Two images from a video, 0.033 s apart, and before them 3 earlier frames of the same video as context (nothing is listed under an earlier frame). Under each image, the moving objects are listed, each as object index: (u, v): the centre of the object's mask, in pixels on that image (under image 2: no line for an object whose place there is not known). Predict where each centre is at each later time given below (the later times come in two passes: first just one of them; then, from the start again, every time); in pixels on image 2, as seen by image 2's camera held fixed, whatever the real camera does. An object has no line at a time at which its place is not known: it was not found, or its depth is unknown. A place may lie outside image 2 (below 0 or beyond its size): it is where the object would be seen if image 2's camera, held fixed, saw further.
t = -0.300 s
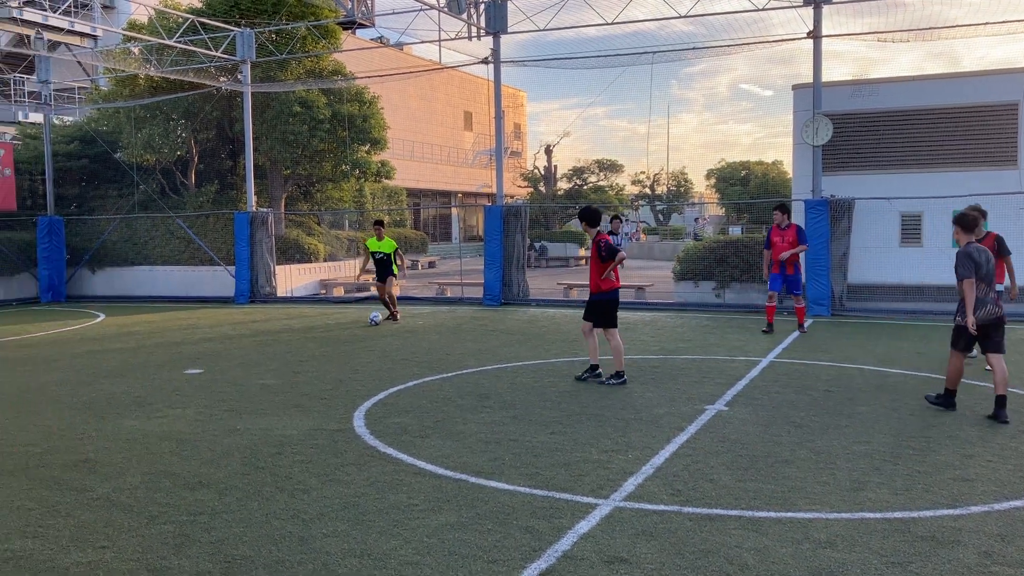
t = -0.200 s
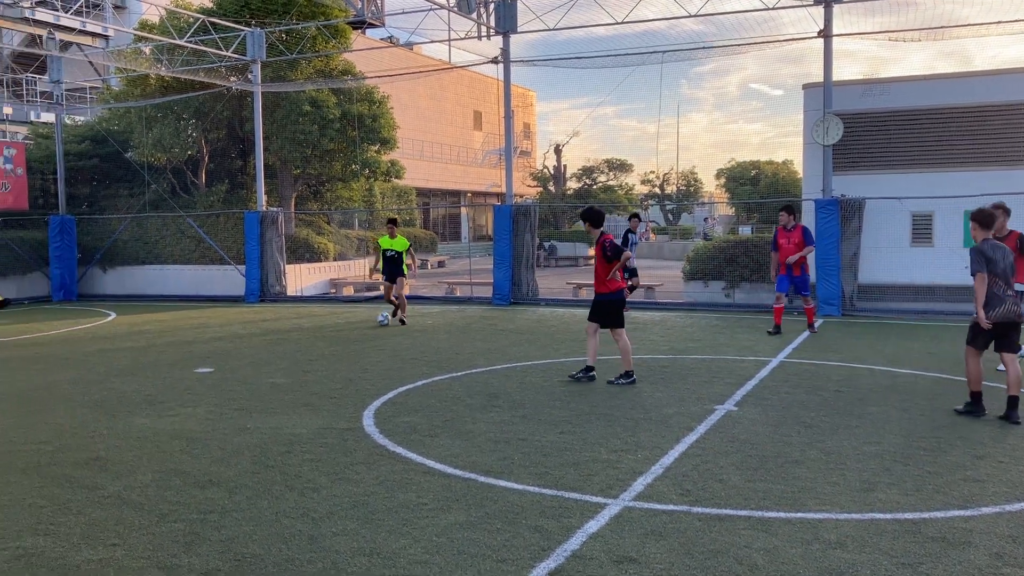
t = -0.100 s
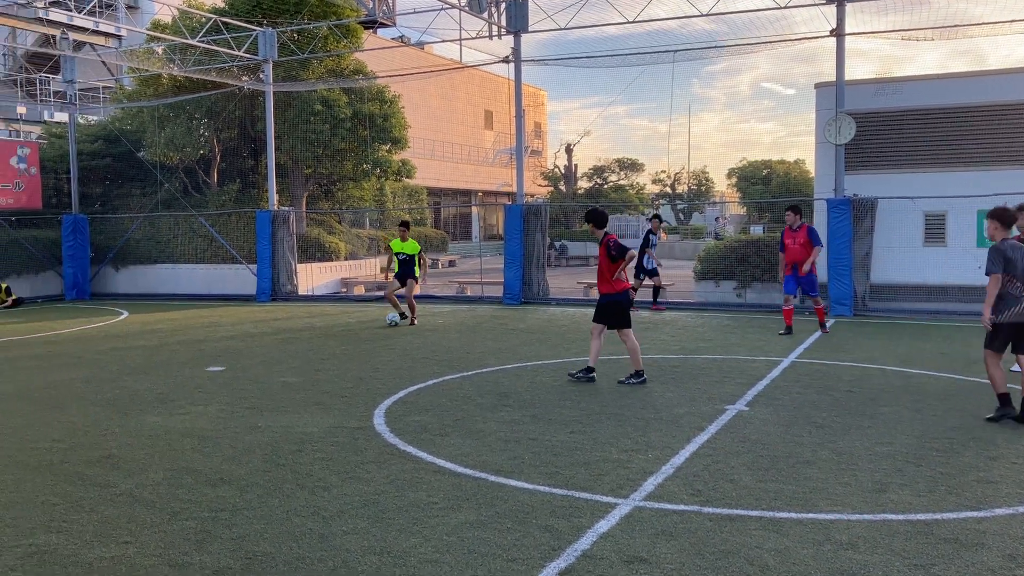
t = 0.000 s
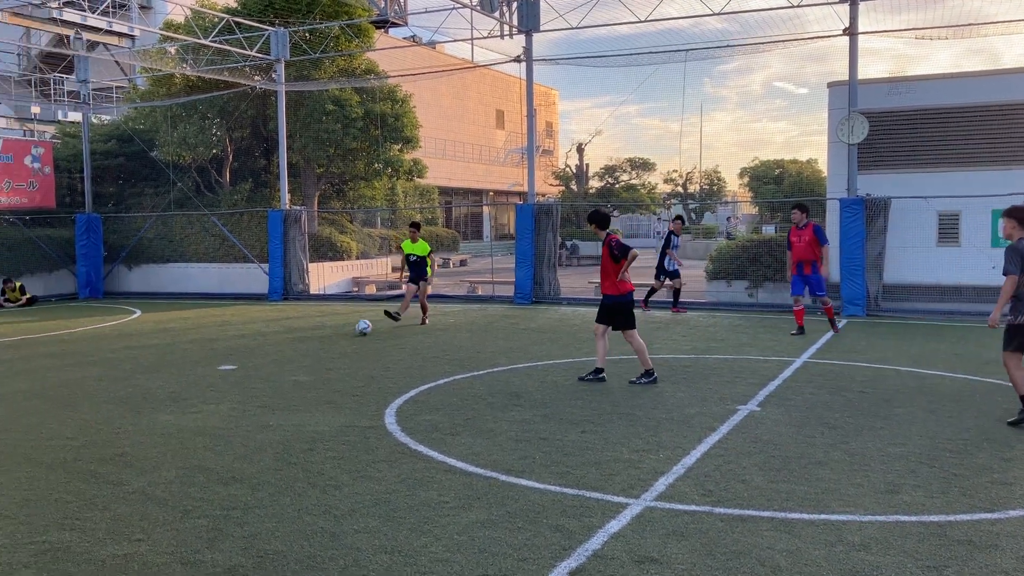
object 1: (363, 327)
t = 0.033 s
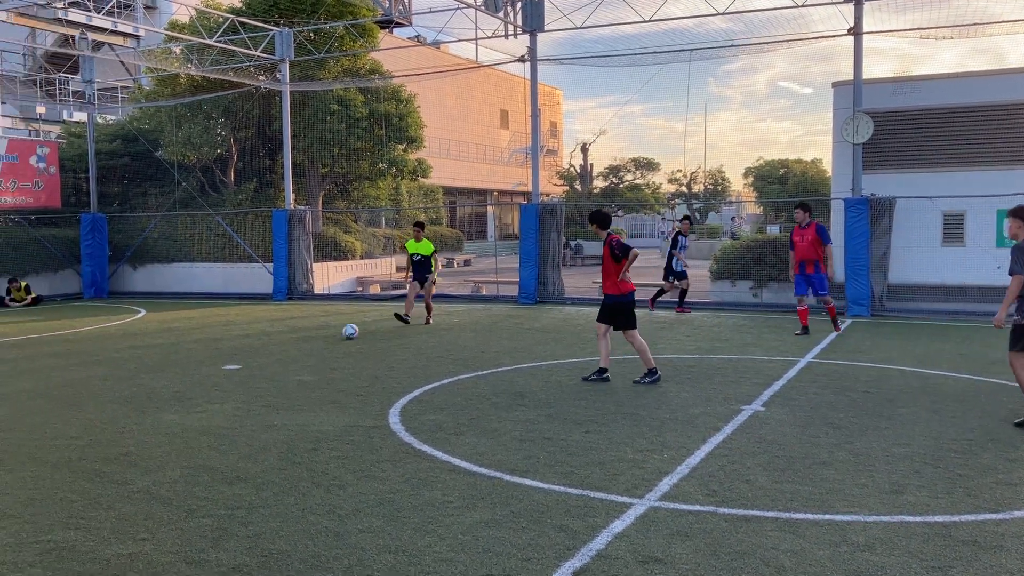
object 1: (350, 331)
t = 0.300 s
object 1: (182, 368)
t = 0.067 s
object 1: (333, 335)
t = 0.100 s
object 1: (314, 339)
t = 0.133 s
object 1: (294, 344)
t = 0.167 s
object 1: (274, 348)
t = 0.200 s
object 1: (254, 351)
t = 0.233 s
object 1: (231, 356)
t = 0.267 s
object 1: (207, 363)
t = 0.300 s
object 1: (182, 368)
